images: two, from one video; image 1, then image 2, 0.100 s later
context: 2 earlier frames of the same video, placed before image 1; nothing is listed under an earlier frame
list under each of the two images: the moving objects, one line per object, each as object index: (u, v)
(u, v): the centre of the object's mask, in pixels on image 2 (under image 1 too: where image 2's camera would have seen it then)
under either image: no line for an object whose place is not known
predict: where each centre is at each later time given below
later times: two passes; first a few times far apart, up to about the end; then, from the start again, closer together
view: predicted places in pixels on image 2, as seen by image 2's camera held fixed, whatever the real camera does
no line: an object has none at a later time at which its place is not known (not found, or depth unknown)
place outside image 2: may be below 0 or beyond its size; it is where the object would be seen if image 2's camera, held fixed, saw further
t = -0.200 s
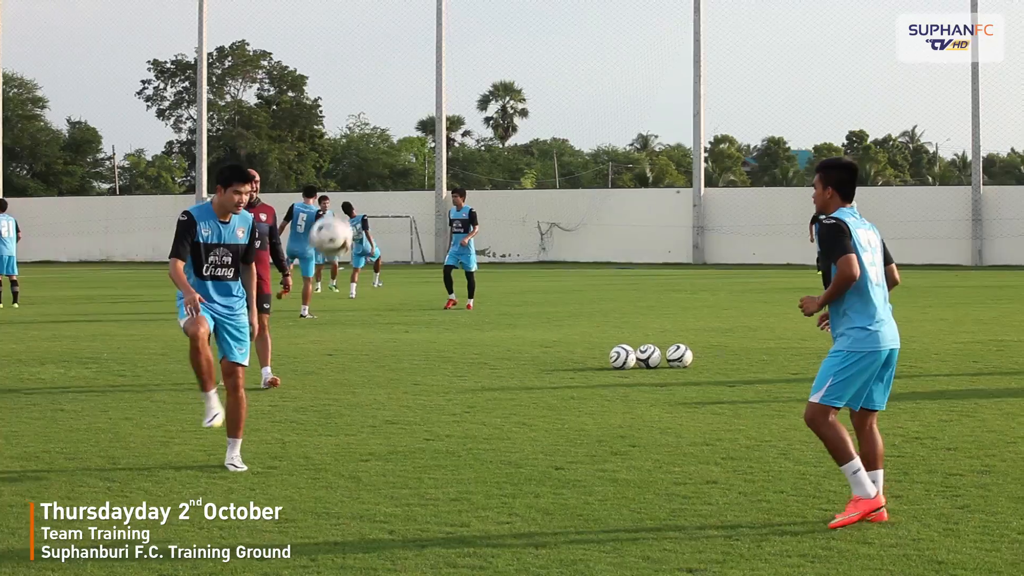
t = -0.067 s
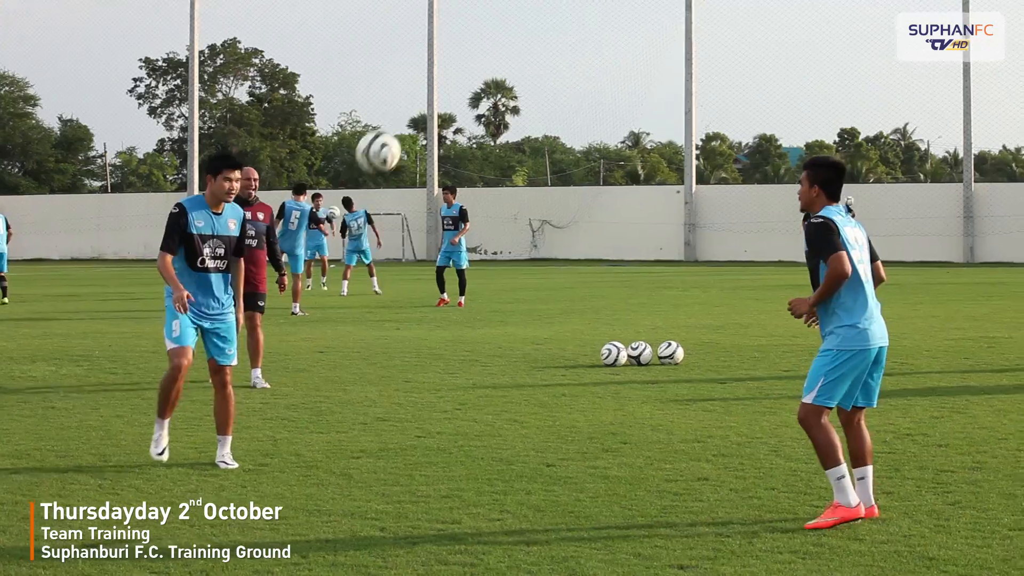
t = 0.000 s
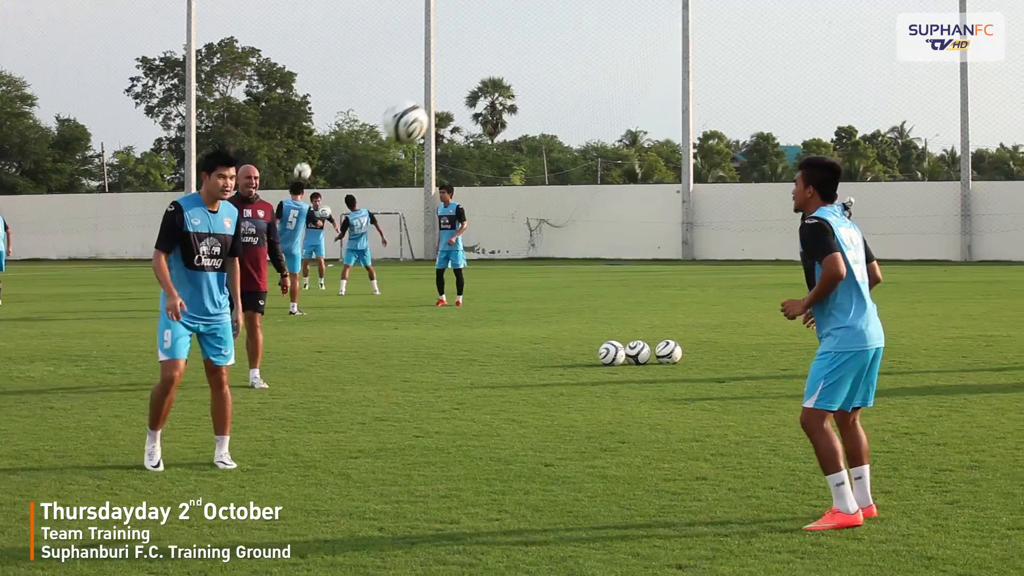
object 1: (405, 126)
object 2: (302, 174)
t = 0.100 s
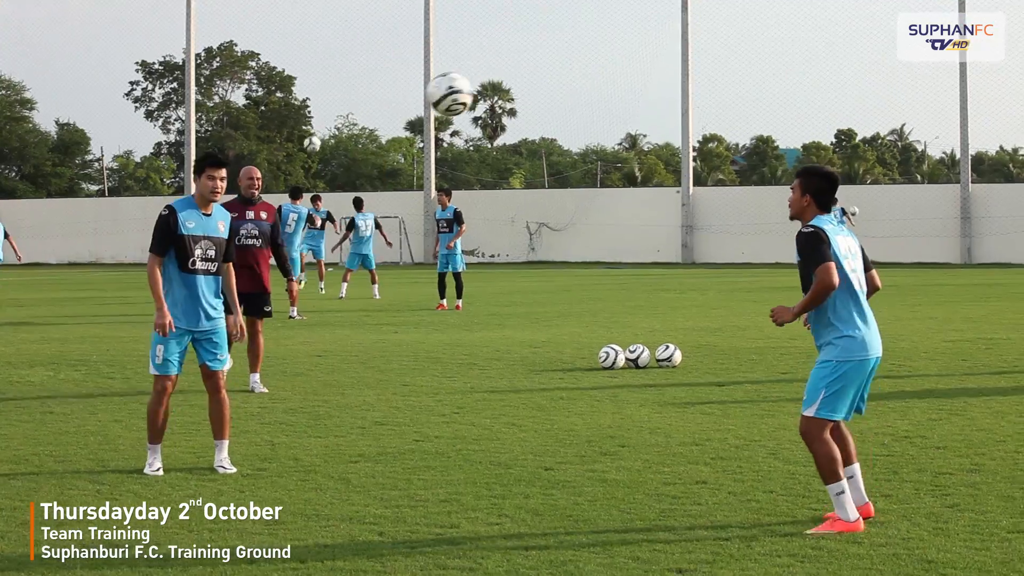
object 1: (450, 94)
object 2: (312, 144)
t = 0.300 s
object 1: (547, 90)
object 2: (331, 106)
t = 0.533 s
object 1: (673, 192)
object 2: (356, 95)
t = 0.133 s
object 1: (466, 88)
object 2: (316, 135)
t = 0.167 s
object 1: (481, 84)
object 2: (319, 128)
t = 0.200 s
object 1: (497, 83)
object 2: (323, 121)
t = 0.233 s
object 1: (513, 83)
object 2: (326, 115)
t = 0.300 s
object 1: (547, 90)
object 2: (331, 106)
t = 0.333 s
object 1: (564, 97)
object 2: (335, 102)
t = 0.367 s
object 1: (582, 107)
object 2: (339, 98)
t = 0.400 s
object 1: (600, 118)
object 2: (343, 96)
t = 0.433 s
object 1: (619, 132)
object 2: (346, 95)
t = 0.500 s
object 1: (654, 169)
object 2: (353, 94)
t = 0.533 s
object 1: (673, 192)
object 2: (356, 95)
